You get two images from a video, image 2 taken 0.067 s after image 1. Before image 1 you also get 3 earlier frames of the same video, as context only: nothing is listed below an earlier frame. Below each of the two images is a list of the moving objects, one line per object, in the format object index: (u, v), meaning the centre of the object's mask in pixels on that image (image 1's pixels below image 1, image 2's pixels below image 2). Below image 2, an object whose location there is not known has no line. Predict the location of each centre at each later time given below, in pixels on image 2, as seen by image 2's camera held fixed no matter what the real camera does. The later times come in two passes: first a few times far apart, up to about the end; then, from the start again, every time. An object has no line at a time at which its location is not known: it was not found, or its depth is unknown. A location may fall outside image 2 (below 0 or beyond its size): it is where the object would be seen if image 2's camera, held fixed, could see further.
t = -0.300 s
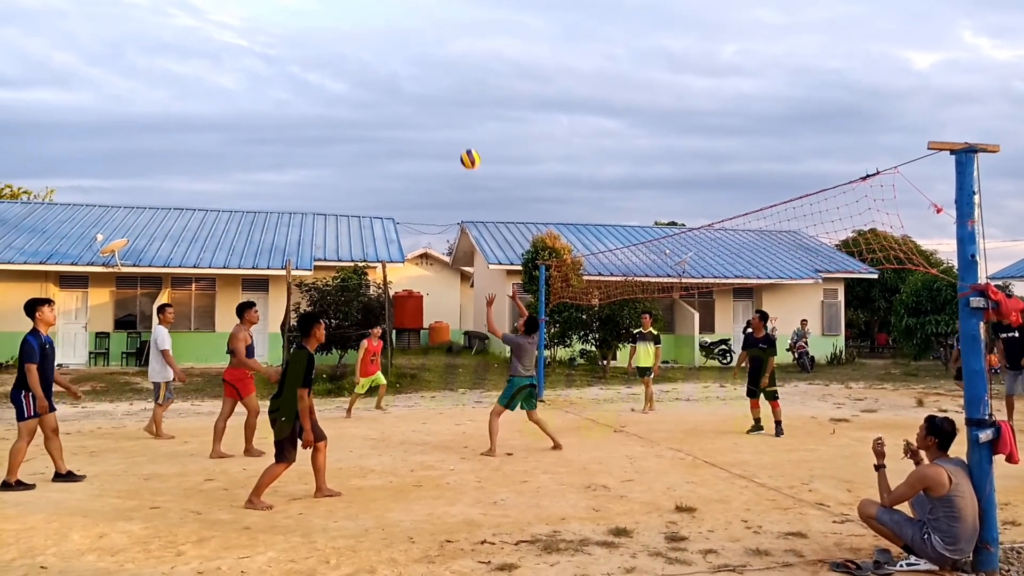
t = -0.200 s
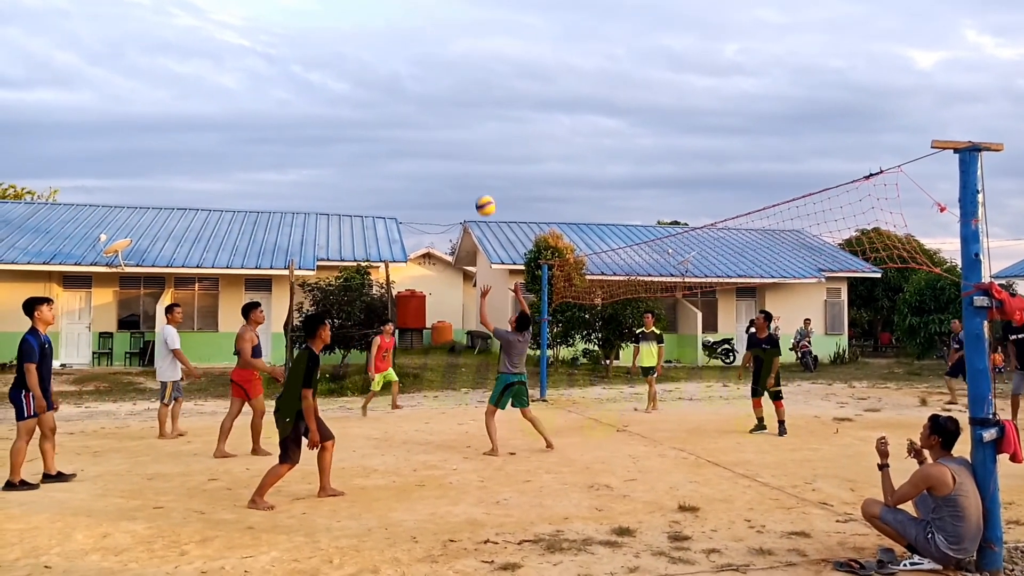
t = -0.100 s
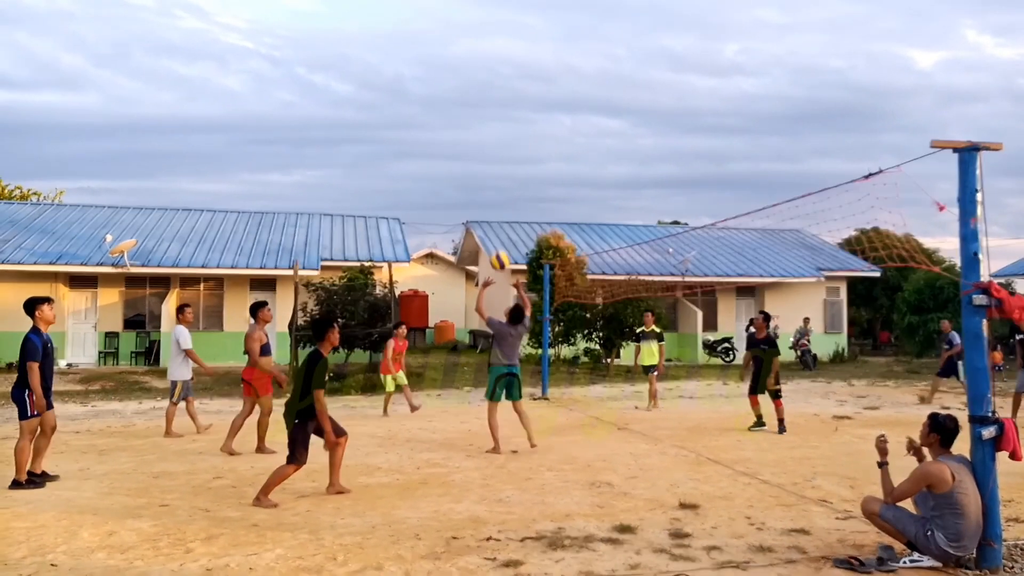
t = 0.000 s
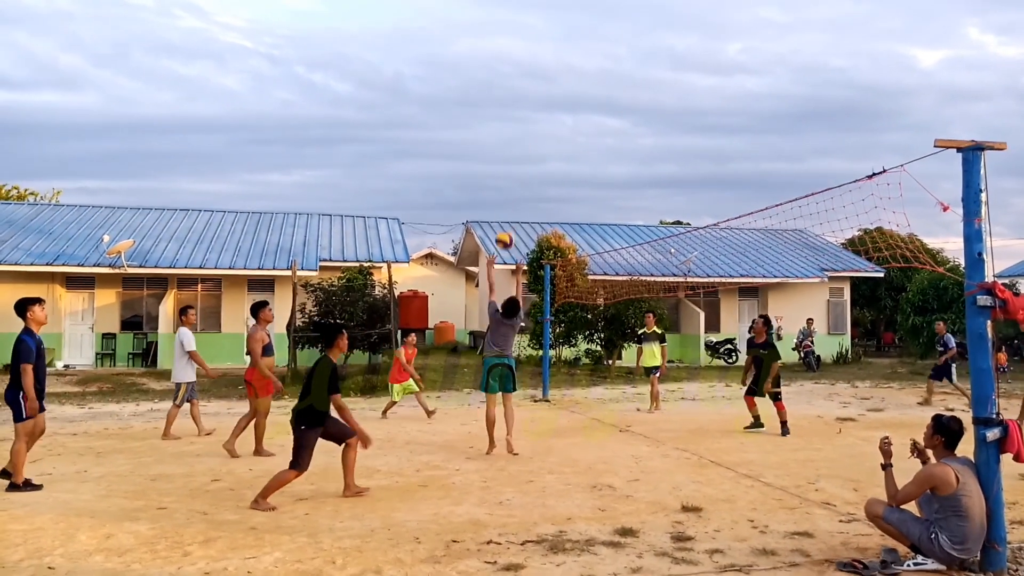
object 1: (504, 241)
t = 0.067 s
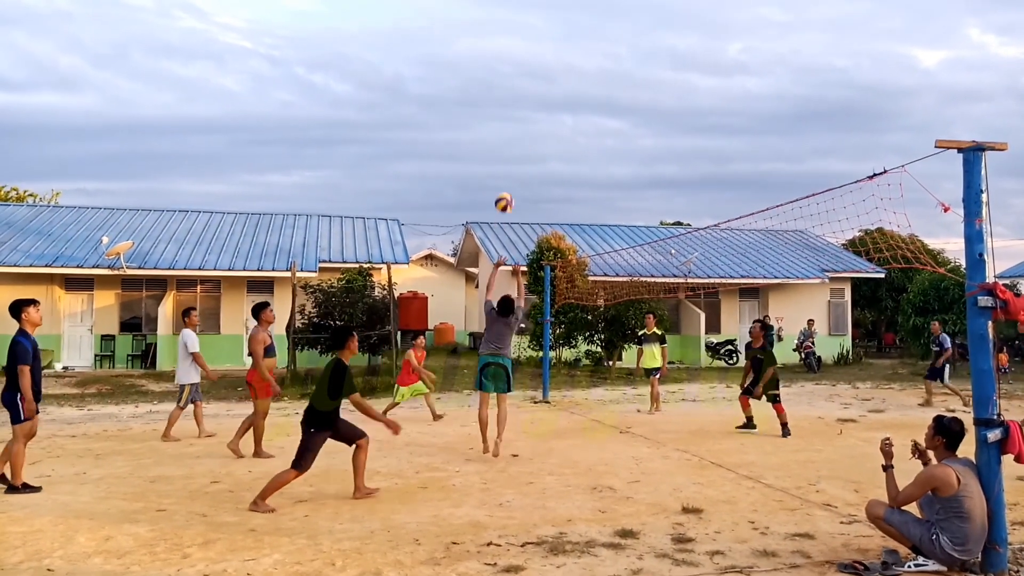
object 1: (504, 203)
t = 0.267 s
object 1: (503, 120)
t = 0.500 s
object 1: (502, 75)
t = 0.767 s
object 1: (501, 79)
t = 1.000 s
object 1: (501, 124)
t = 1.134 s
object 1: (500, 166)
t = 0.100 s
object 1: (504, 186)
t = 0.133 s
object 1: (504, 170)
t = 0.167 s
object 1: (504, 156)
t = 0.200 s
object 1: (504, 143)
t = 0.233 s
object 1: (504, 131)
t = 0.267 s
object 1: (503, 120)
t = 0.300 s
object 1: (503, 110)
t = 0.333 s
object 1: (503, 102)
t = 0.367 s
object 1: (503, 95)
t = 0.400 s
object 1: (503, 89)
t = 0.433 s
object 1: (503, 83)
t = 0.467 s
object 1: (502, 79)
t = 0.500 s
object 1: (502, 75)
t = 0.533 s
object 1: (502, 72)
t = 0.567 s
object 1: (502, 71)
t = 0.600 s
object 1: (502, 70)
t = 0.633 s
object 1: (502, 70)
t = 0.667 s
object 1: (502, 71)
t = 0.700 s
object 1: (502, 73)
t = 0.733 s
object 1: (502, 75)
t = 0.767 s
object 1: (501, 79)
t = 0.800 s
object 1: (501, 83)
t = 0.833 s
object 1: (501, 88)
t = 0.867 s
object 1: (501, 94)
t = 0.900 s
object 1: (501, 100)
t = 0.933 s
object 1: (501, 108)
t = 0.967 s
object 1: (501, 116)
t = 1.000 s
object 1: (501, 124)
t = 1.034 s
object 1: (500, 134)
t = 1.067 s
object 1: (500, 144)
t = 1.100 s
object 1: (500, 154)
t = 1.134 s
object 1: (500, 166)
